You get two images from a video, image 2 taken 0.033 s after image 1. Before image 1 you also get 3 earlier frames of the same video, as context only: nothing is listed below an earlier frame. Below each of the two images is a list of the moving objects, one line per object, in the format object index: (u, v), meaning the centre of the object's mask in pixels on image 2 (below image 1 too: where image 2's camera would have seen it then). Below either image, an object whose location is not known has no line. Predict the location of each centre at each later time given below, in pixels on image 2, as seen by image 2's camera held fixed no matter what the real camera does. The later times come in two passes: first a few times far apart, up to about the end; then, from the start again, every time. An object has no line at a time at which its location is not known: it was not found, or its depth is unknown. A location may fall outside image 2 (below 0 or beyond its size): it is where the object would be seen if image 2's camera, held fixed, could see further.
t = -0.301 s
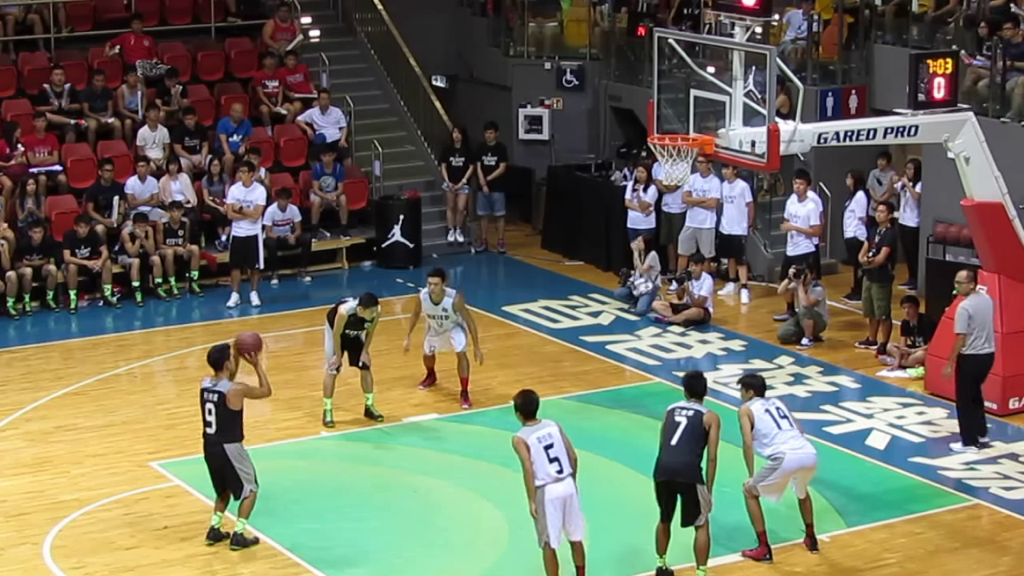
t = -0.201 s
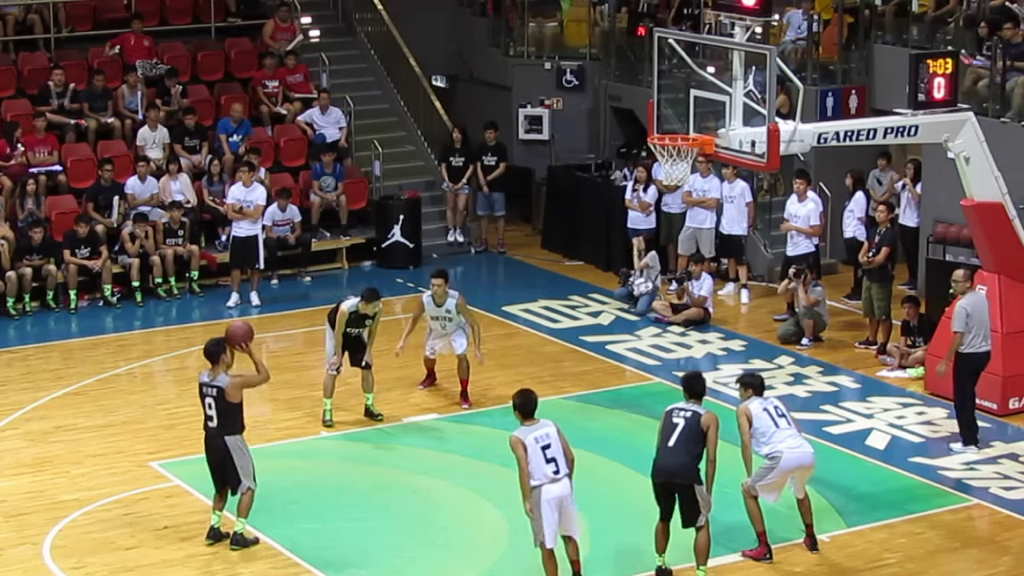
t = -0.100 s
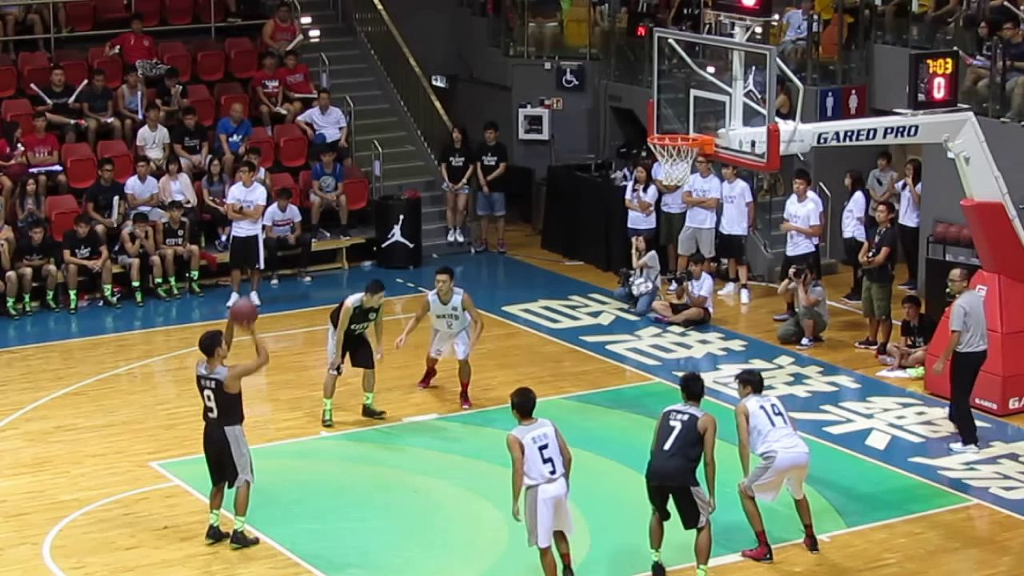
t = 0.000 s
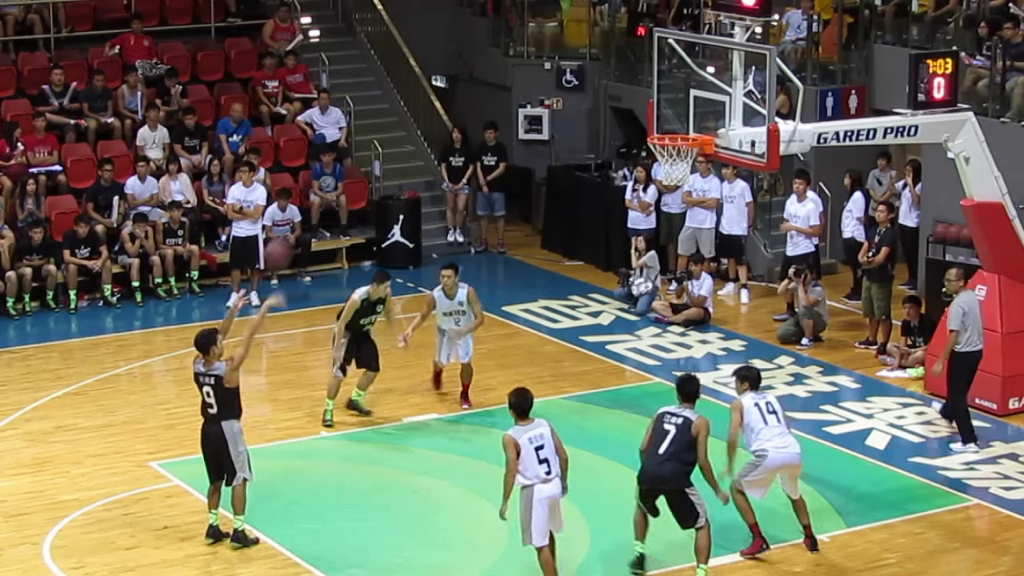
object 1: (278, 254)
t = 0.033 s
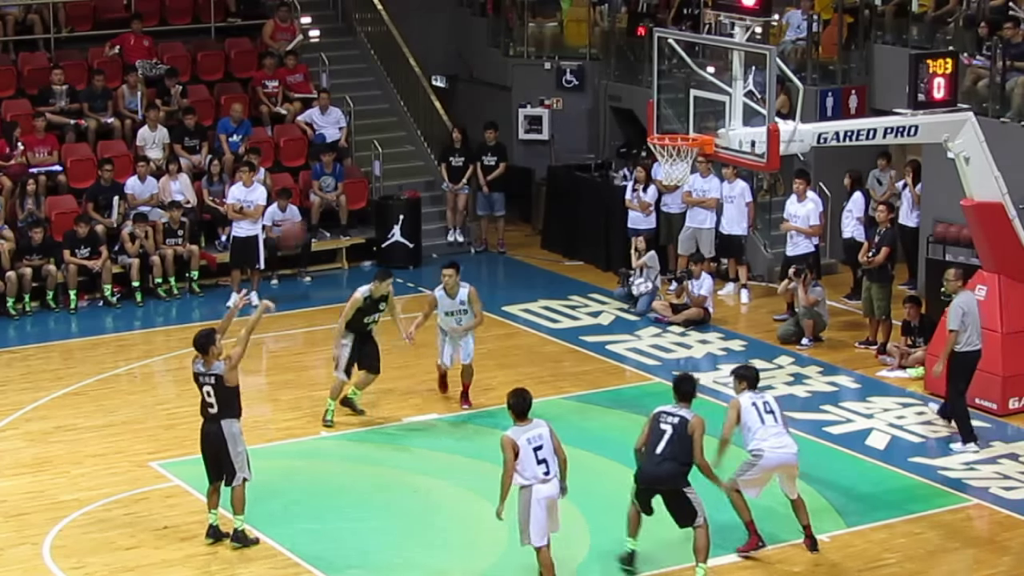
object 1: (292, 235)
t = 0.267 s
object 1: (396, 120)
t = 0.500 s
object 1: (497, 71)
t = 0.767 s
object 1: (607, 87)
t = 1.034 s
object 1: (679, 137)
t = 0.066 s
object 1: (309, 213)
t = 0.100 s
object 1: (322, 193)
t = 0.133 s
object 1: (341, 175)
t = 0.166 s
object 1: (353, 163)
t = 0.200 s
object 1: (368, 144)
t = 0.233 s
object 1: (382, 131)
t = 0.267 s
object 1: (396, 120)
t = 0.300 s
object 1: (411, 109)
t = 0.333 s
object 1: (424, 101)
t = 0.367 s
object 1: (441, 92)
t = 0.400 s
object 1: (457, 85)
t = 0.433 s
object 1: (469, 80)
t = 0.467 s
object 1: (484, 74)
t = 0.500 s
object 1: (497, 71)
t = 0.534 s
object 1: (512, 67)
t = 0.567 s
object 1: (526, 66)
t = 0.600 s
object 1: (539, 66)
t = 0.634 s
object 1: (552, 68)
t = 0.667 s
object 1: (568, 75)
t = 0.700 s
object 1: (581, 75)
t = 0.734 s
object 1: (594, 80)
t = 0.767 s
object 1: (607, 87)
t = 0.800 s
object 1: (620, 97)
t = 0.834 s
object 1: (633, 105)
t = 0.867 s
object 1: (647, 115)
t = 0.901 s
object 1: (660, 126)
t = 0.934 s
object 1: (670, 131)
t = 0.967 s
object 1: (679, 133)
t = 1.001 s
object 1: (684, 136)
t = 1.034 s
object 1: (679, 137)
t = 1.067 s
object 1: (675, 138)
